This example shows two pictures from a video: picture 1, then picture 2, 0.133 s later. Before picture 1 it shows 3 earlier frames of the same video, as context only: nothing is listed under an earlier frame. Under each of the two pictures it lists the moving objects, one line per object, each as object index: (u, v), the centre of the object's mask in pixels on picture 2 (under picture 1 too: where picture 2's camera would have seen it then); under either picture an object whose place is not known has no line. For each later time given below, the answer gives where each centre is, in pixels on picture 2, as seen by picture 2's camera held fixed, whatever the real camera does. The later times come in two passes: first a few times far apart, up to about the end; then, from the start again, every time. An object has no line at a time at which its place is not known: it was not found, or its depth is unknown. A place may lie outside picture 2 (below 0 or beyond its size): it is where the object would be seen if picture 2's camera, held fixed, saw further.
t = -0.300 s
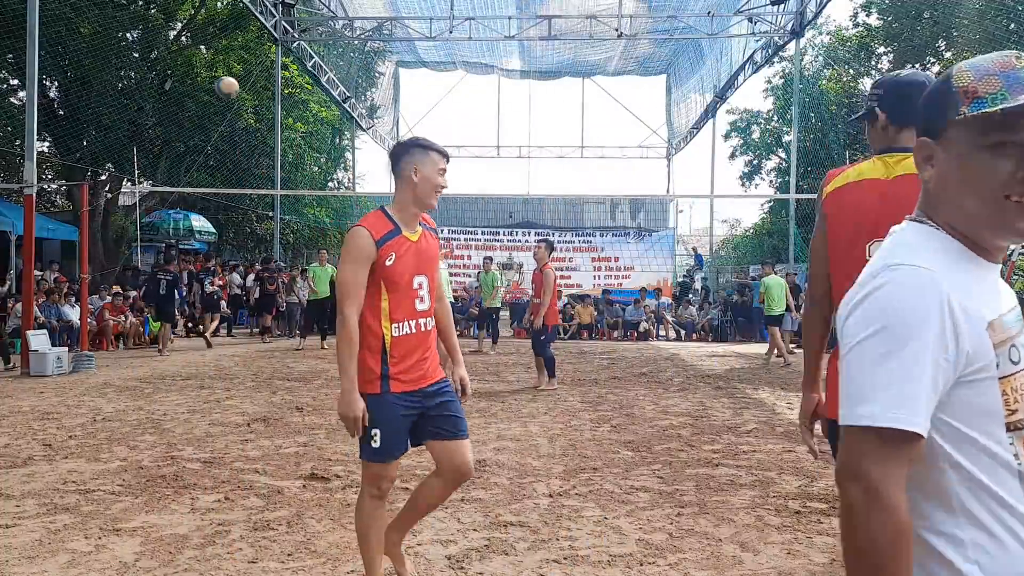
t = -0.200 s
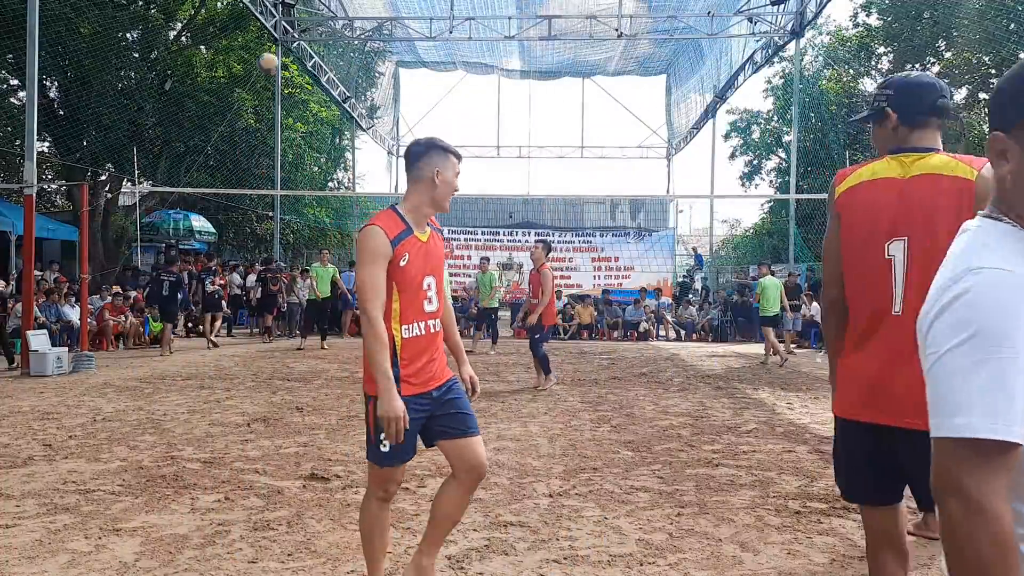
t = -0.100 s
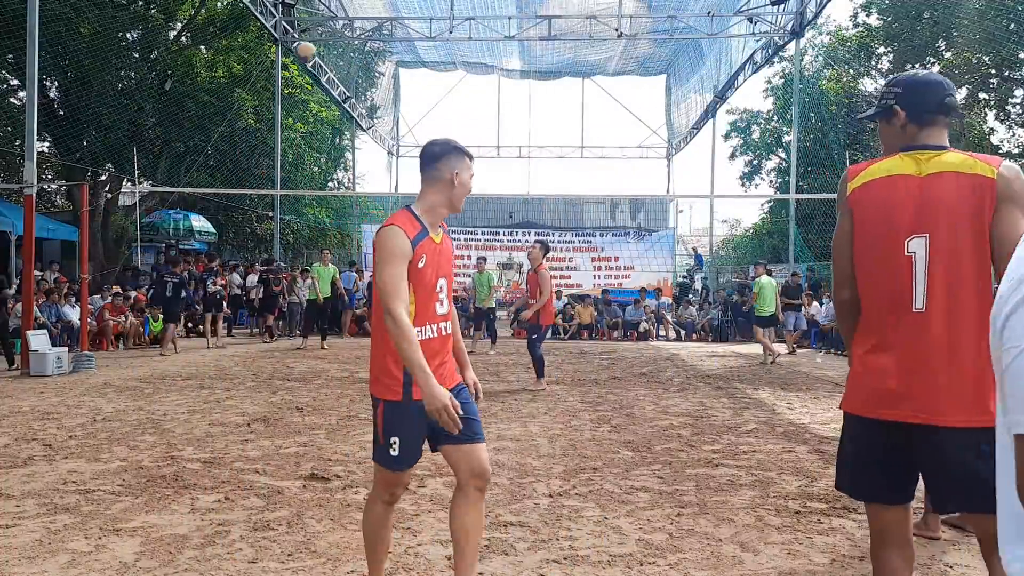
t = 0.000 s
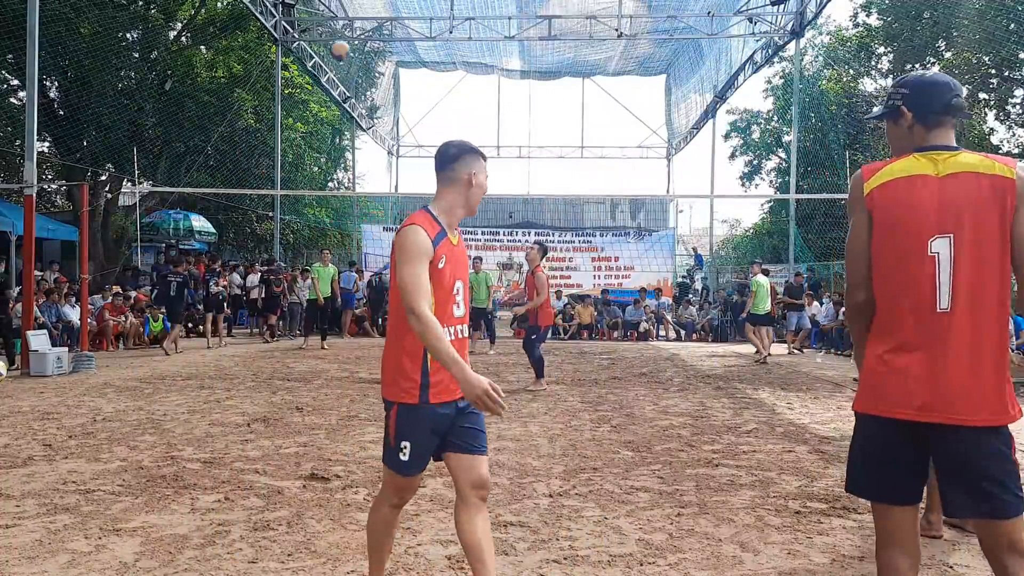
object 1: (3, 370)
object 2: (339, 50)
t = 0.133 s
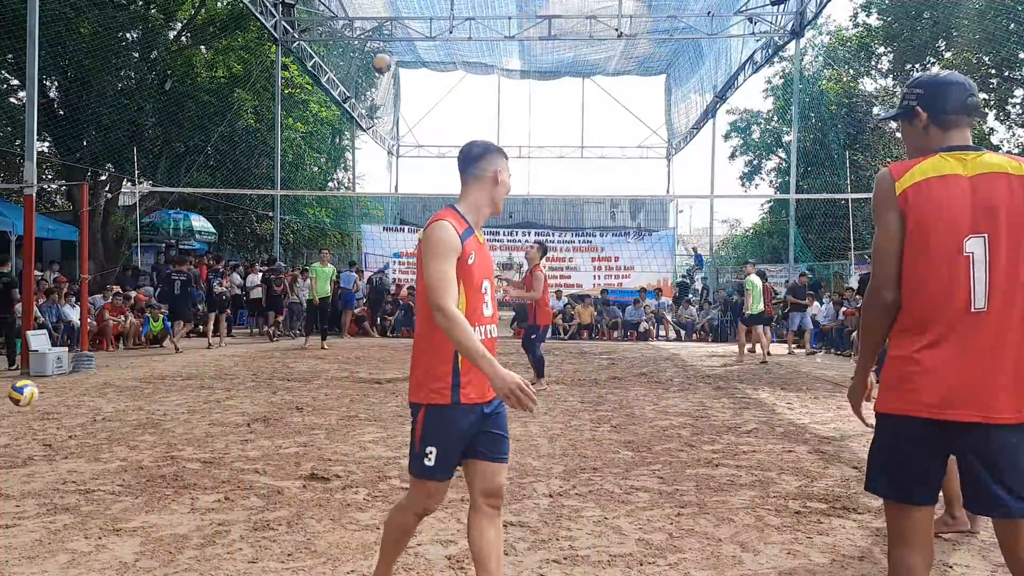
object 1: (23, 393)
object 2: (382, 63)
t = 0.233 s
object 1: (48, 423)
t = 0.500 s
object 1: (117, 412)
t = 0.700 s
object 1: (169, 428)
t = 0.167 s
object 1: (32, 401)
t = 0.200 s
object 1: (40, 412)
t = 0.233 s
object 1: (48, 423)
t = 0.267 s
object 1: (56, 428)
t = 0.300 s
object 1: (64, 422)
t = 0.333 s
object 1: (73, 417)
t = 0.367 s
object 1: (82, 413)
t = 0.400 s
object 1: (90, 411)
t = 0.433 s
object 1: (99, 410)
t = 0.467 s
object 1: (109, 410)
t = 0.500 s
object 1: (117, 412)
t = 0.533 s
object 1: (126, 415)
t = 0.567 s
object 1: (135, 420)
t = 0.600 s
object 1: (143, 427)
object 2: (498, 213)
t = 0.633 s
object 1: (152, 431)
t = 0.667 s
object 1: (161, 429)
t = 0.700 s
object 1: (169, 428)
